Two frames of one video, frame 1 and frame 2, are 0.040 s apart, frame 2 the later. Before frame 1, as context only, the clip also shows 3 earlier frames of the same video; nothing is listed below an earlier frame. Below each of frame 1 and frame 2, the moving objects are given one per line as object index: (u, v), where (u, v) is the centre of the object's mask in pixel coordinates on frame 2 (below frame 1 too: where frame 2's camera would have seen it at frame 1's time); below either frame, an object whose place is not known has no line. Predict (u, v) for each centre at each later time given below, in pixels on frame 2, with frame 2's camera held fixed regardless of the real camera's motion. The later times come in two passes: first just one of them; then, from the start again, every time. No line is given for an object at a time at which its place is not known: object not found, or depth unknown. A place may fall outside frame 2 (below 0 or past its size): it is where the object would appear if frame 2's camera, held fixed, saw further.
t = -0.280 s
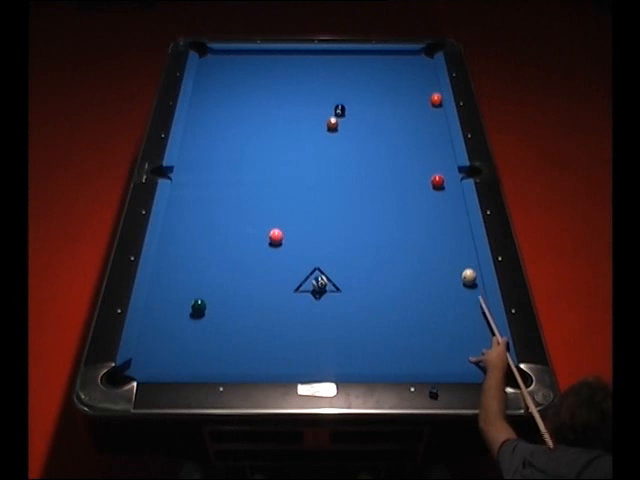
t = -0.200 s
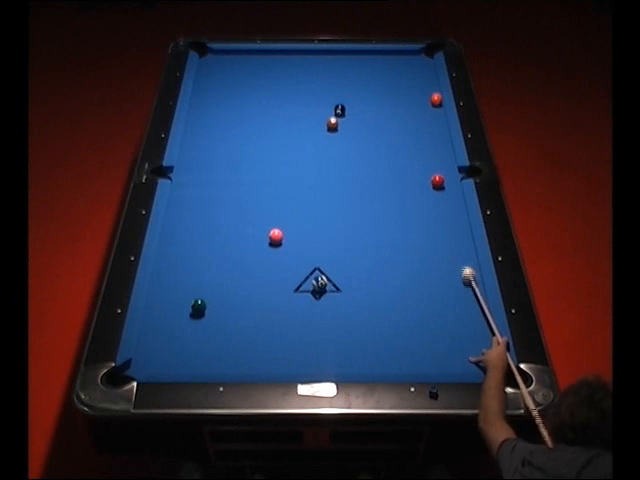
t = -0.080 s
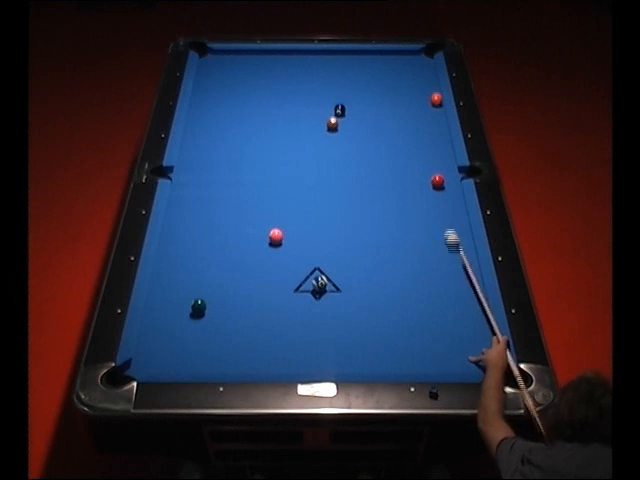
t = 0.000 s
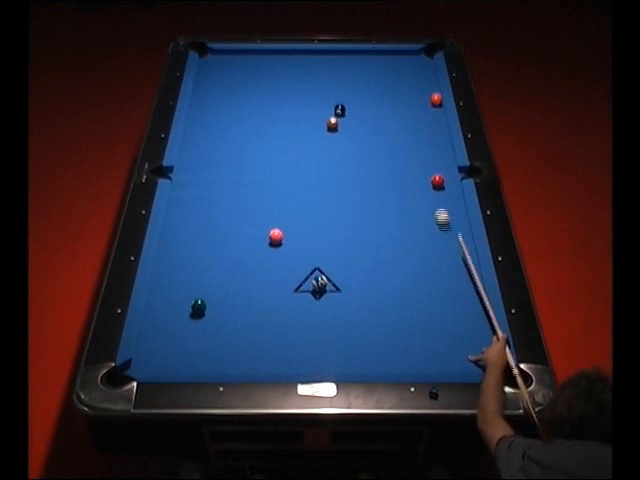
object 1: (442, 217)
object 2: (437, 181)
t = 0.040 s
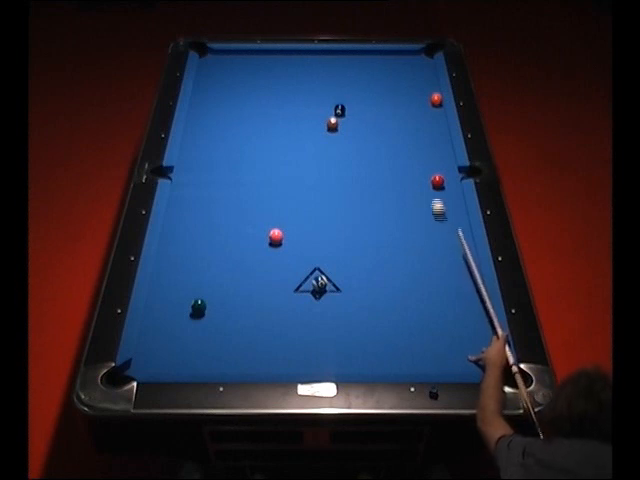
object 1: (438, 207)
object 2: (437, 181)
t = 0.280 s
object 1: (399, 160)
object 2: (451, 176)
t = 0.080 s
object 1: (433, 198)
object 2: (438, 181)
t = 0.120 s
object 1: (429, 188)
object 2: (438, 181)
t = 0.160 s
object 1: (423, 181)
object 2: (439, 181)
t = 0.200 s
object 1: (414, 174)
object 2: (443, 179)
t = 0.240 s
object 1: (407, 167)
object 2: (448, 178)
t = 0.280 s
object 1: (399, 160)
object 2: (451, 176)
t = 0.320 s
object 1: (392, 153)
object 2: (455, 175)
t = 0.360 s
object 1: (385, 147)
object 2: (457, 173)
